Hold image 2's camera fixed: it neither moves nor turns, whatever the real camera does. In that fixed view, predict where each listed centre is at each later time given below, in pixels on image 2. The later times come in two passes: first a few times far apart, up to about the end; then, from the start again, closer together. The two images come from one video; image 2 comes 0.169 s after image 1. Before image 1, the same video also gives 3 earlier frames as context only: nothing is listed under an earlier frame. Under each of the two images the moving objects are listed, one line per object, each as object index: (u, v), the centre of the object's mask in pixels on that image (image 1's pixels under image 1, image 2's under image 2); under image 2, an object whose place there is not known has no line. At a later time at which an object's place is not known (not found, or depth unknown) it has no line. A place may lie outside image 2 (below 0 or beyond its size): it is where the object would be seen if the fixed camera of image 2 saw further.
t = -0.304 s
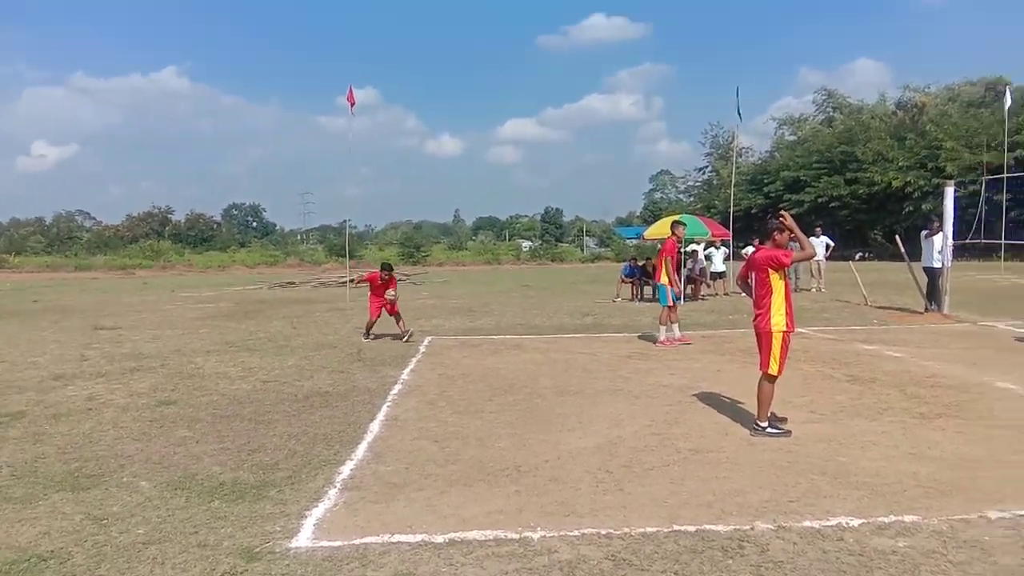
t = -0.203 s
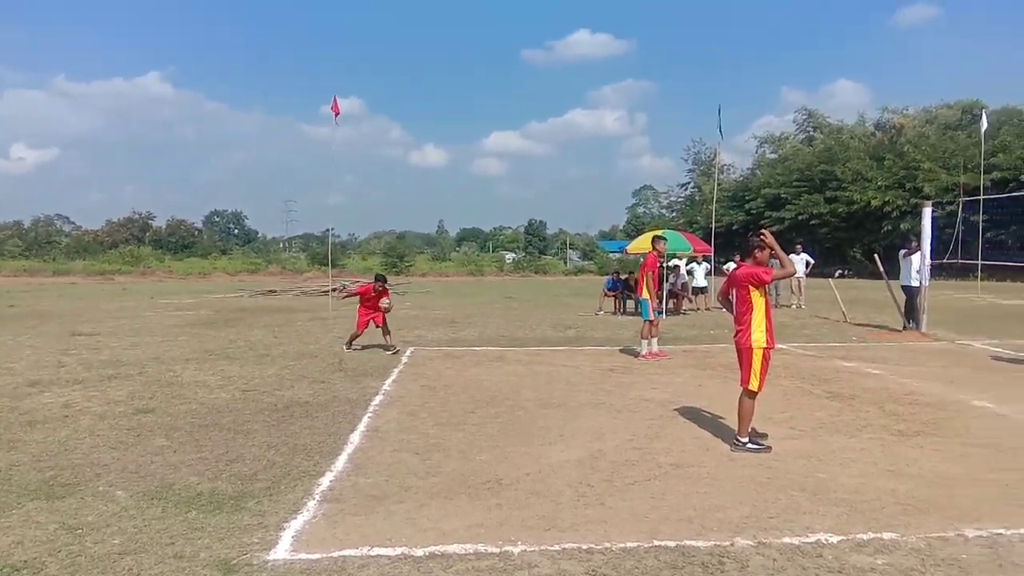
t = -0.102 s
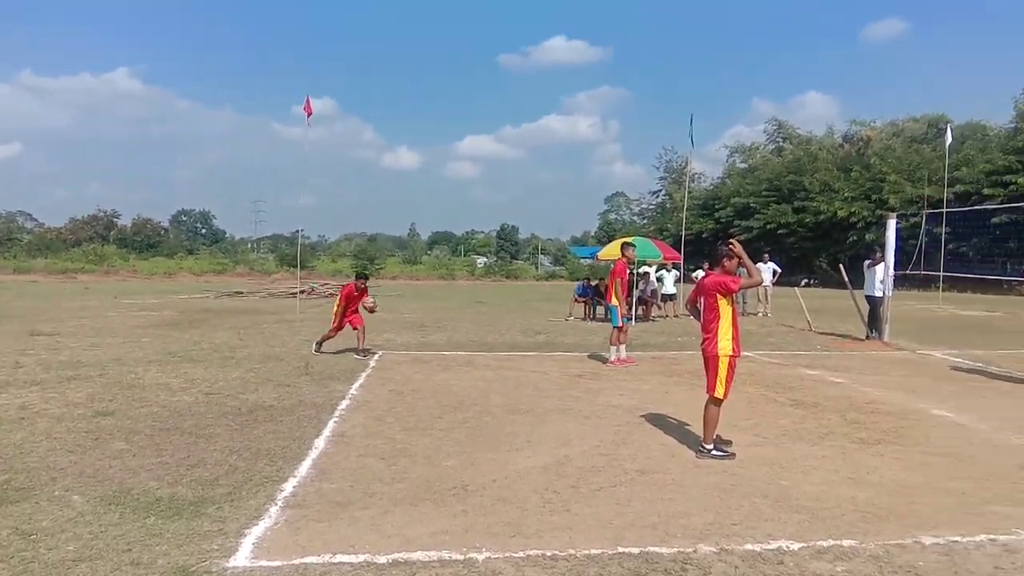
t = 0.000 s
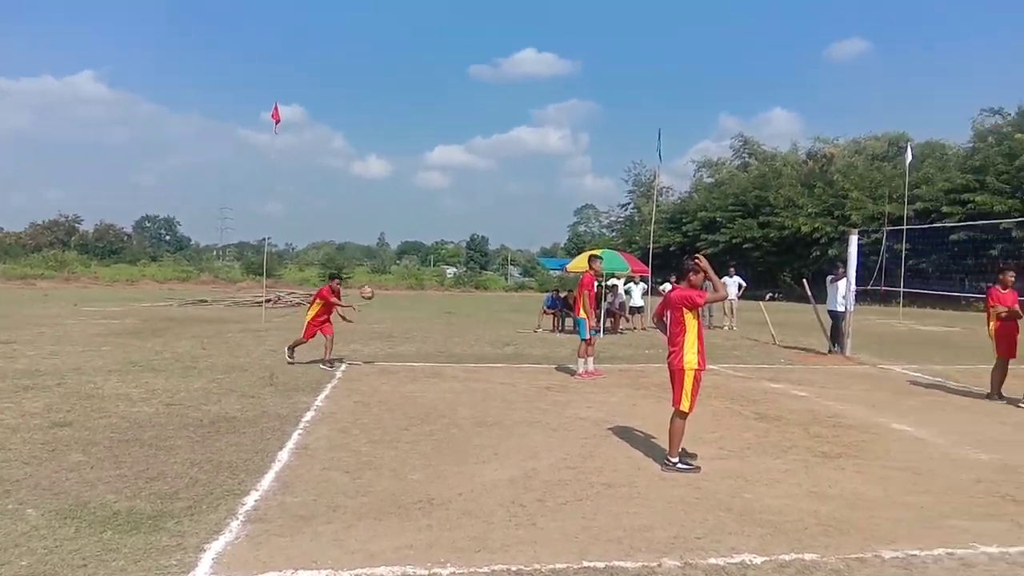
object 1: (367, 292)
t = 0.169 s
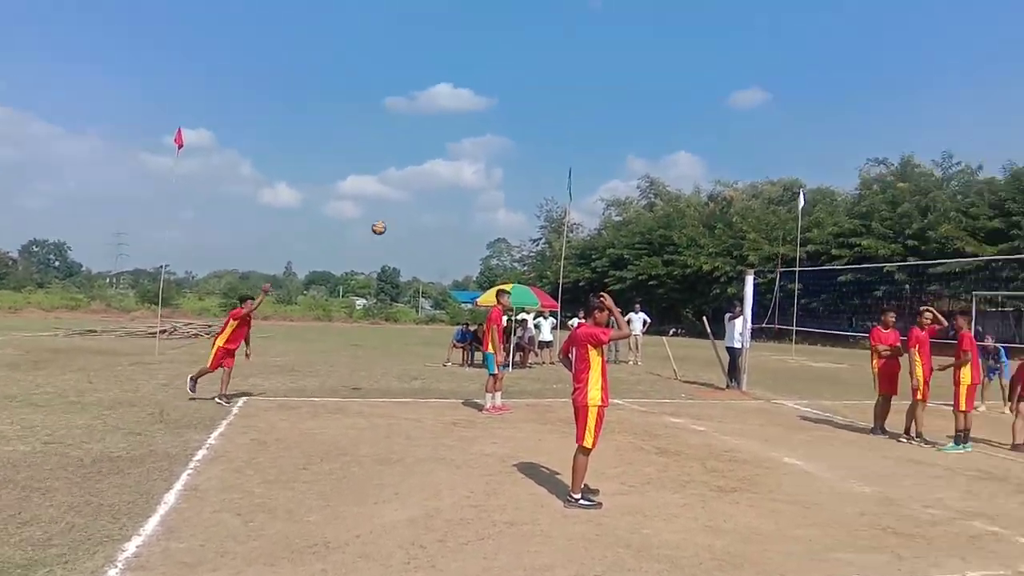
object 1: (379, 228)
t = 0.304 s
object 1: (461, 167)
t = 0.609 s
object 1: (630, 86)
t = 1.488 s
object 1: (1007, 208)
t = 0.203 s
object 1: (399, 211)
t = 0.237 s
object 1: (420, 196)
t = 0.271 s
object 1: (440, 181)
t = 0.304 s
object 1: (461, 167)
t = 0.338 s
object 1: (480, 155)
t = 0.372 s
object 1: (499, 144)
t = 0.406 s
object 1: (519, 133)
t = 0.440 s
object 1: (538, 123)
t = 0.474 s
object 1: (557, 113)
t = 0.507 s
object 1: (575, 105)
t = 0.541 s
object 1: (594, 98)
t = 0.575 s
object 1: (612, 91)
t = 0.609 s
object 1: (630, 86)
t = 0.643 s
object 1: (647, 81)
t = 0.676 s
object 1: (664, 77)
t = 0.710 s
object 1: (682, 73)
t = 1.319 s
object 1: (943, 149)
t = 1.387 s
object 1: (968, 171)
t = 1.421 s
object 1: (982, 182)
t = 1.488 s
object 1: (1007, 208)
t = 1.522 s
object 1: (1019, 221)
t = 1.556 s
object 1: (1031, 235)
